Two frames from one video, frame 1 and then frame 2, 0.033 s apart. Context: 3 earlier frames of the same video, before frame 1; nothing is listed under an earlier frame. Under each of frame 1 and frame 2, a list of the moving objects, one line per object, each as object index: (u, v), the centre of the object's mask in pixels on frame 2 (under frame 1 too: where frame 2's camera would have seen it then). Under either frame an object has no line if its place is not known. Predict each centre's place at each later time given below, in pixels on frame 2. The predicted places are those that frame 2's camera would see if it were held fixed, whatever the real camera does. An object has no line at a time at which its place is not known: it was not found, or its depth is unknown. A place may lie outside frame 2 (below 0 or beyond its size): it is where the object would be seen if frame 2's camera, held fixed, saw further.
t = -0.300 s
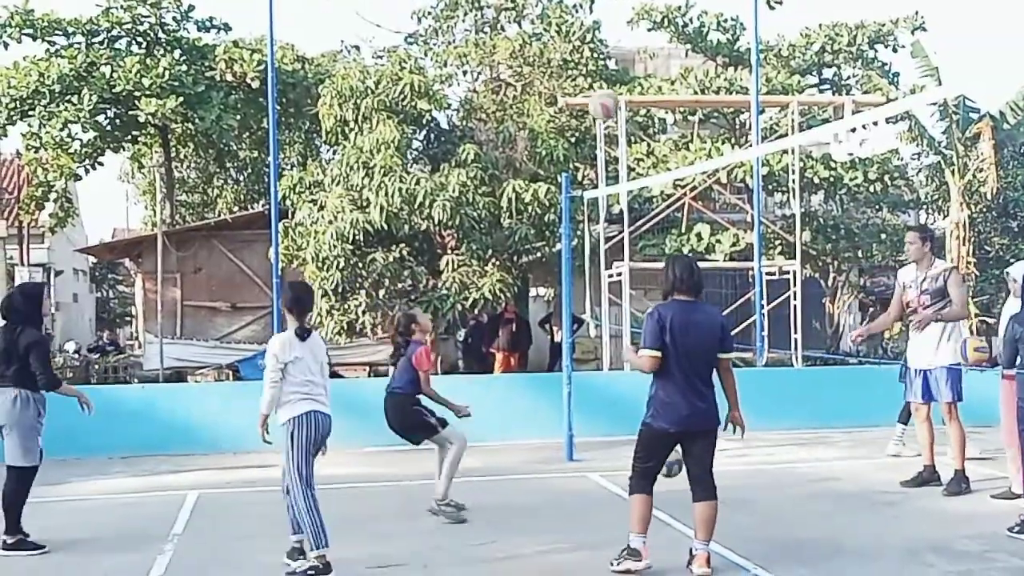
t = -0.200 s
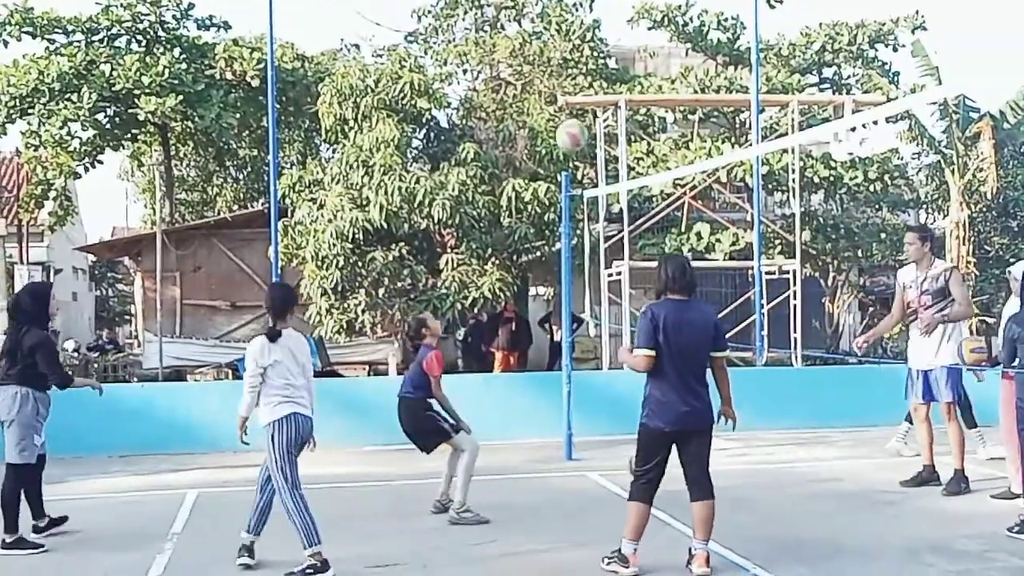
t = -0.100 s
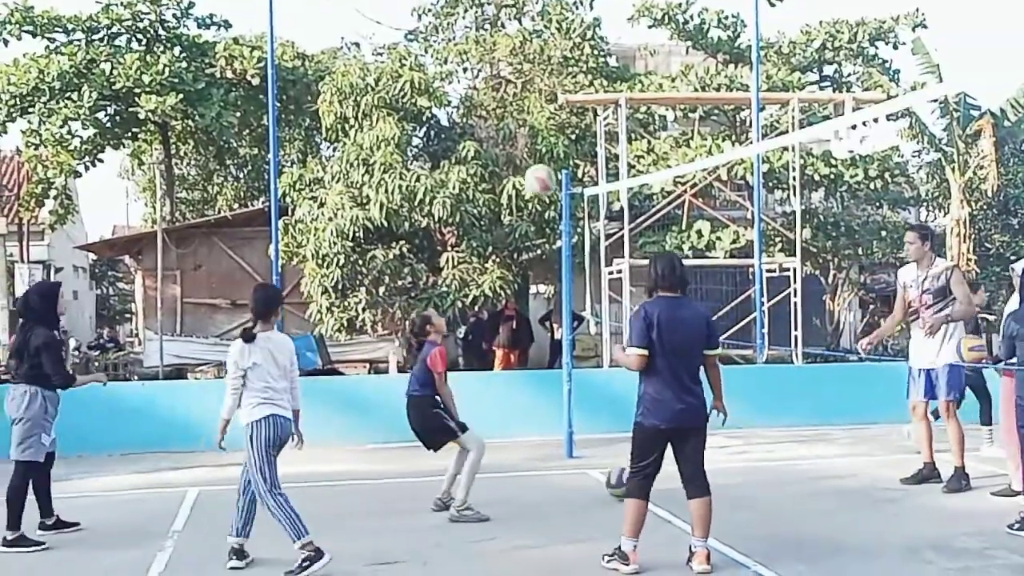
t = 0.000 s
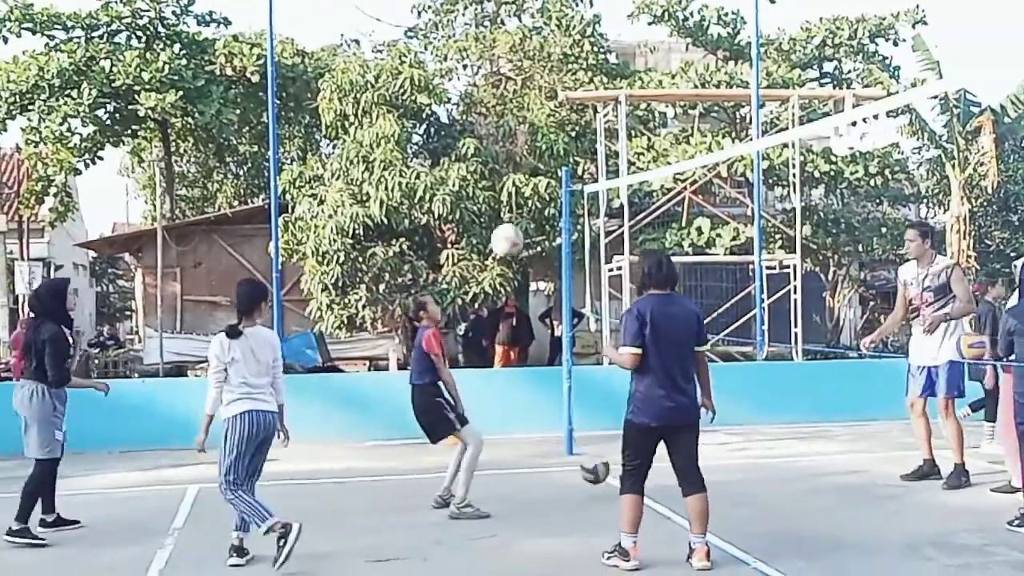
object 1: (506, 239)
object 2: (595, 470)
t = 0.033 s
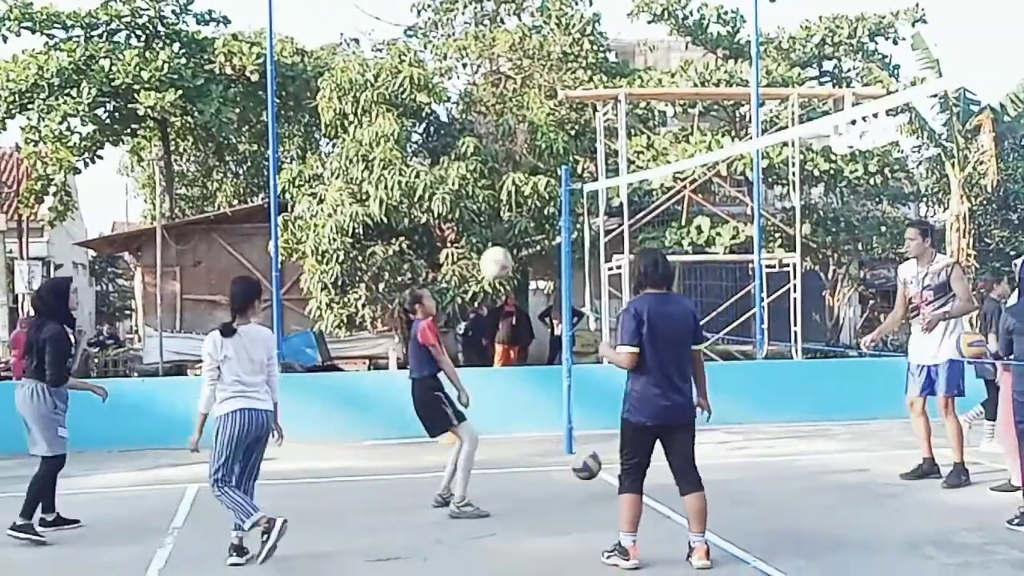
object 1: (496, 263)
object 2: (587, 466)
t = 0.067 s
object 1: (484, 290)
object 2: (578, 464)
